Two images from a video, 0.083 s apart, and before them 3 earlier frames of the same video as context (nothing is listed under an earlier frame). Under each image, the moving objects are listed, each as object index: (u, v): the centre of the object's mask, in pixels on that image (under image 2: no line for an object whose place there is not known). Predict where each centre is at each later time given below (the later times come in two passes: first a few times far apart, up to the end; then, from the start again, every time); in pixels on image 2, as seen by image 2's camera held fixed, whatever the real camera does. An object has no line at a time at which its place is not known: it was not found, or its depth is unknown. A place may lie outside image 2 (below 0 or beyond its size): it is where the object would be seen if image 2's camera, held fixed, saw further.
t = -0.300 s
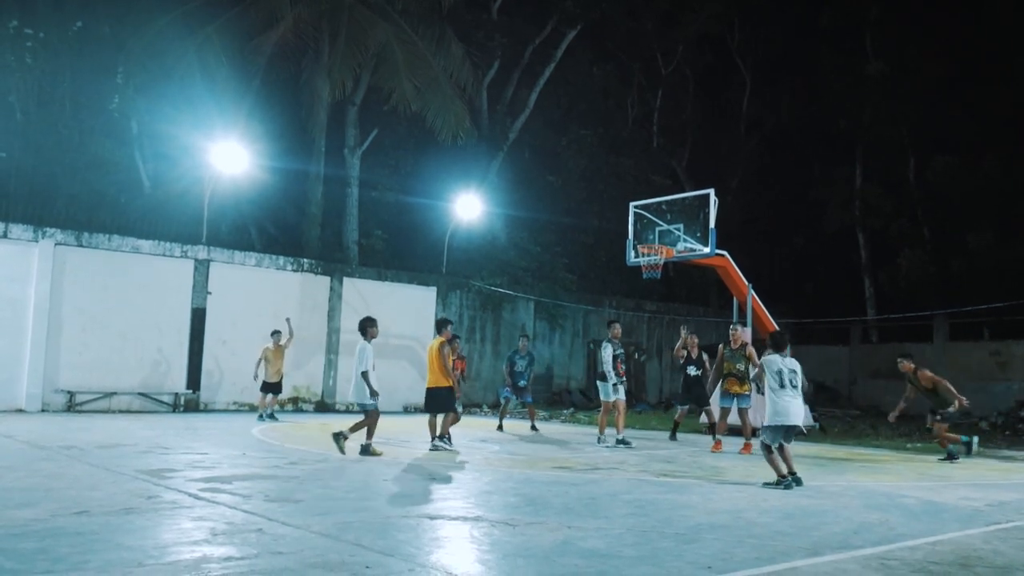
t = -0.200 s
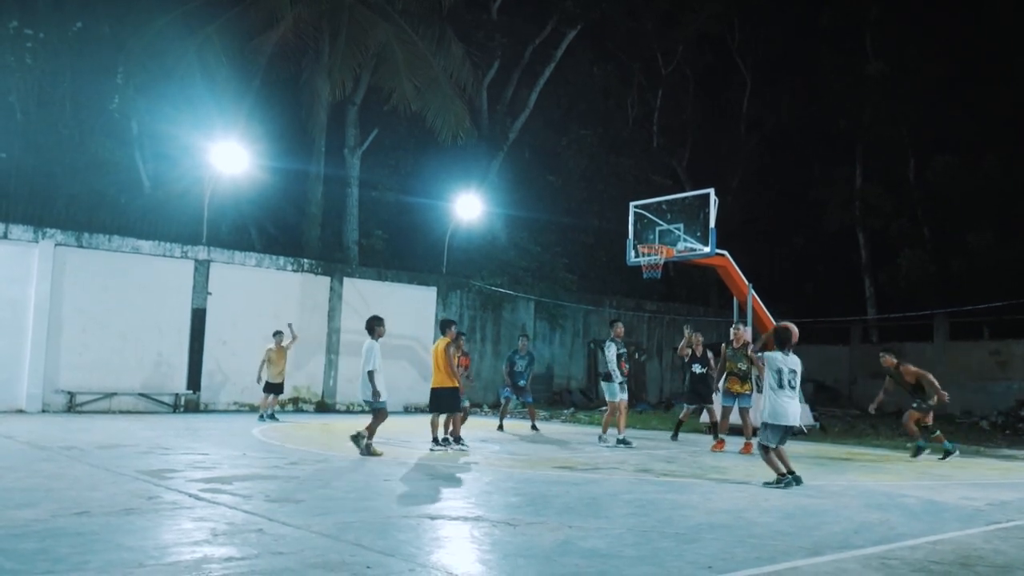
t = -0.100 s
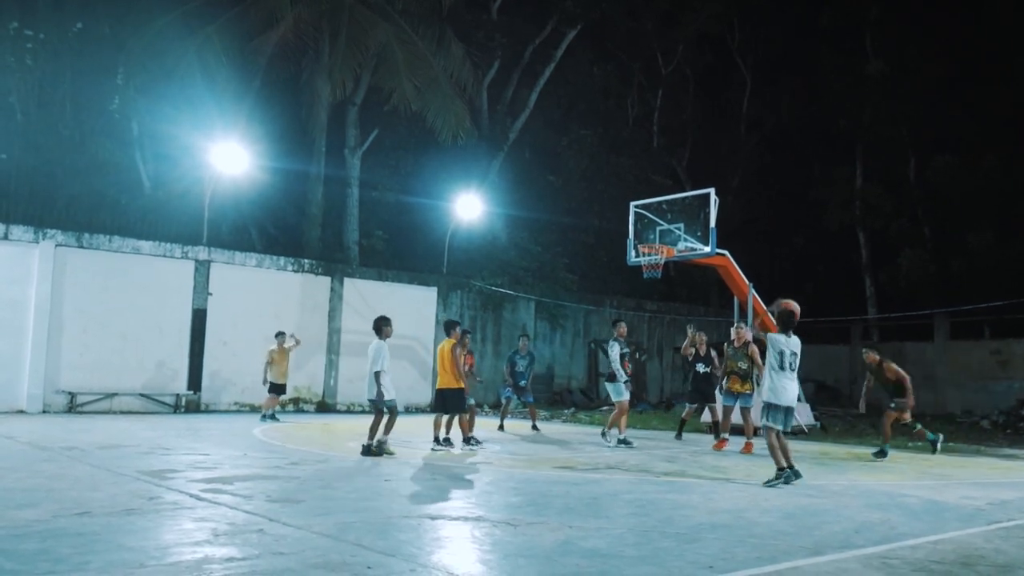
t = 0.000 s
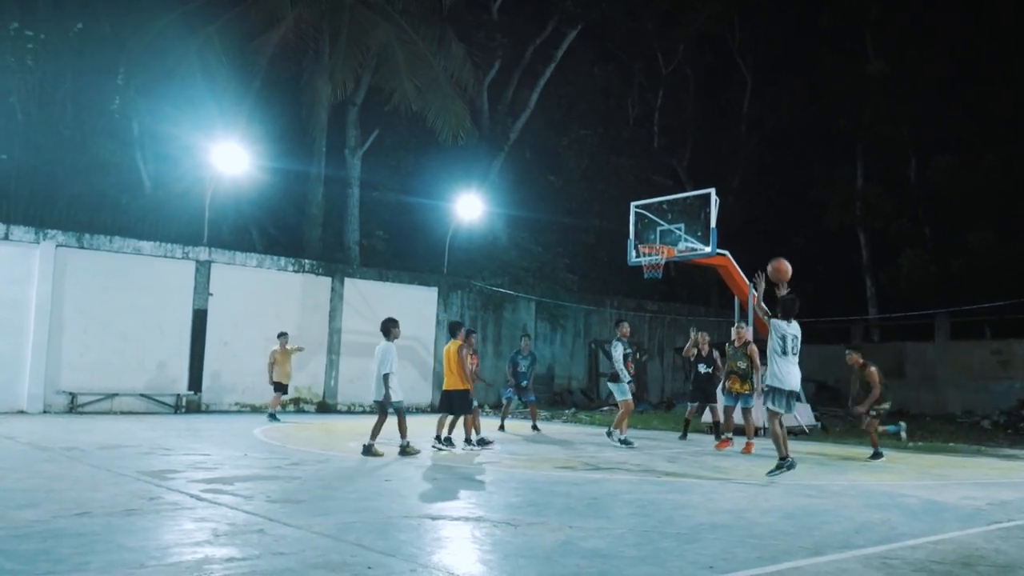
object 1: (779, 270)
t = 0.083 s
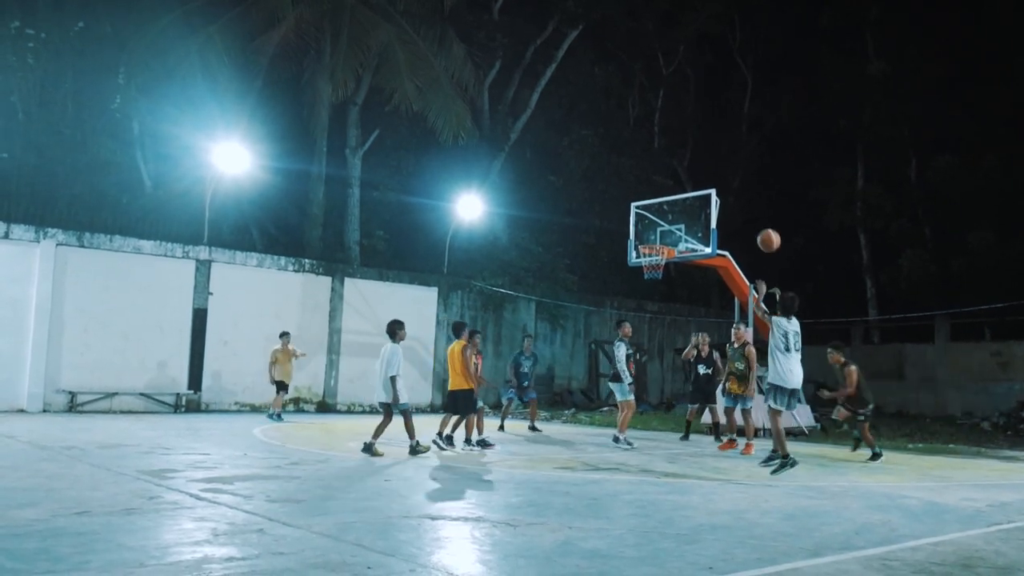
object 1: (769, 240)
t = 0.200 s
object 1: (755, 212)
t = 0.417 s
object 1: (734, 194)
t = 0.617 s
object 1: (719, 210)
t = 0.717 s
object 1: (712, 227)
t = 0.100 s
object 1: (767, 235)
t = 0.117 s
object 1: (764, 231)
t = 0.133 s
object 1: (763, 226)
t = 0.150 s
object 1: (760, 222)
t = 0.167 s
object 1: (758, 219)
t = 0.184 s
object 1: (757, 215)
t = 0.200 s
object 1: (755, 212)
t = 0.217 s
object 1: (753, 210)
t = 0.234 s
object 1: (751, 207)
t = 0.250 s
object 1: (750, 205)
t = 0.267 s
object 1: (748, 202)
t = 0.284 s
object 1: (746, 201)
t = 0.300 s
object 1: (745, 199)
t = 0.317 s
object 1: (743, 198)
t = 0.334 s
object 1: (741, 196)
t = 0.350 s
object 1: (740, 196)
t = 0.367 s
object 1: (738, 195)
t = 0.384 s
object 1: (737, 194)
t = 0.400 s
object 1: (736, 194)
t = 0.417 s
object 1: (734, 194)
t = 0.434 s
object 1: (733, 195)
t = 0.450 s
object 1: (731, 195)
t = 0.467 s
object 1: (730, 196)
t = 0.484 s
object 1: (729, 196)
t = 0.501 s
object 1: (728, 197)
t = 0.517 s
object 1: (727, 199)
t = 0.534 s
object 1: (725, 200)
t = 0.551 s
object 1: (725, 202)
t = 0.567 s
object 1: (723, 204)
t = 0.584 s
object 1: (722, 206)
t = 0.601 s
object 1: (721, 207)
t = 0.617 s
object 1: (719, 210)
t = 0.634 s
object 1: (718, 212)
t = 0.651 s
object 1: (717, 215)
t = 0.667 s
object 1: (716, 218)
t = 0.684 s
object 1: (715, 220)
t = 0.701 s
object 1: (713, 224)
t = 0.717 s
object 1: (712, 227)
